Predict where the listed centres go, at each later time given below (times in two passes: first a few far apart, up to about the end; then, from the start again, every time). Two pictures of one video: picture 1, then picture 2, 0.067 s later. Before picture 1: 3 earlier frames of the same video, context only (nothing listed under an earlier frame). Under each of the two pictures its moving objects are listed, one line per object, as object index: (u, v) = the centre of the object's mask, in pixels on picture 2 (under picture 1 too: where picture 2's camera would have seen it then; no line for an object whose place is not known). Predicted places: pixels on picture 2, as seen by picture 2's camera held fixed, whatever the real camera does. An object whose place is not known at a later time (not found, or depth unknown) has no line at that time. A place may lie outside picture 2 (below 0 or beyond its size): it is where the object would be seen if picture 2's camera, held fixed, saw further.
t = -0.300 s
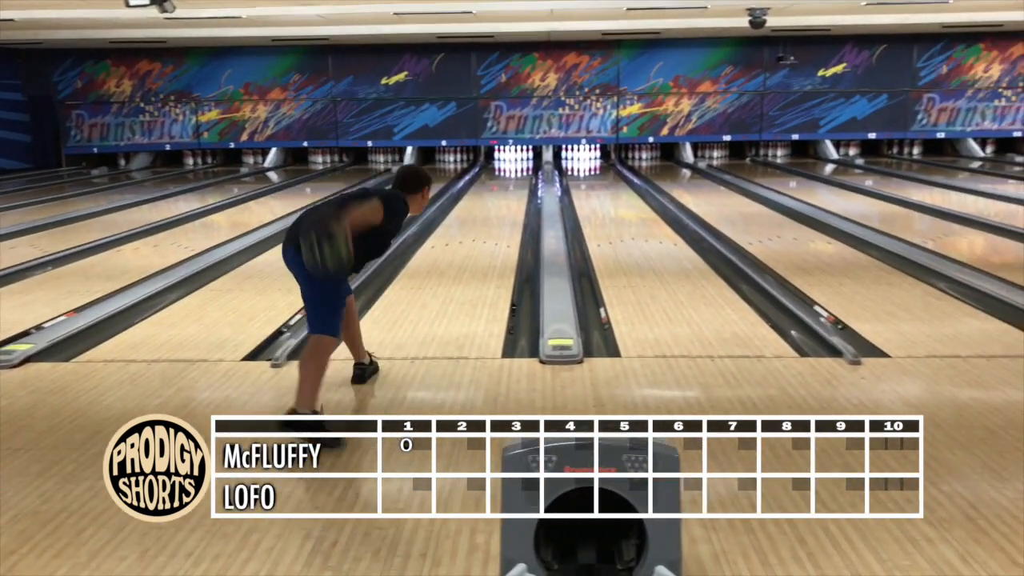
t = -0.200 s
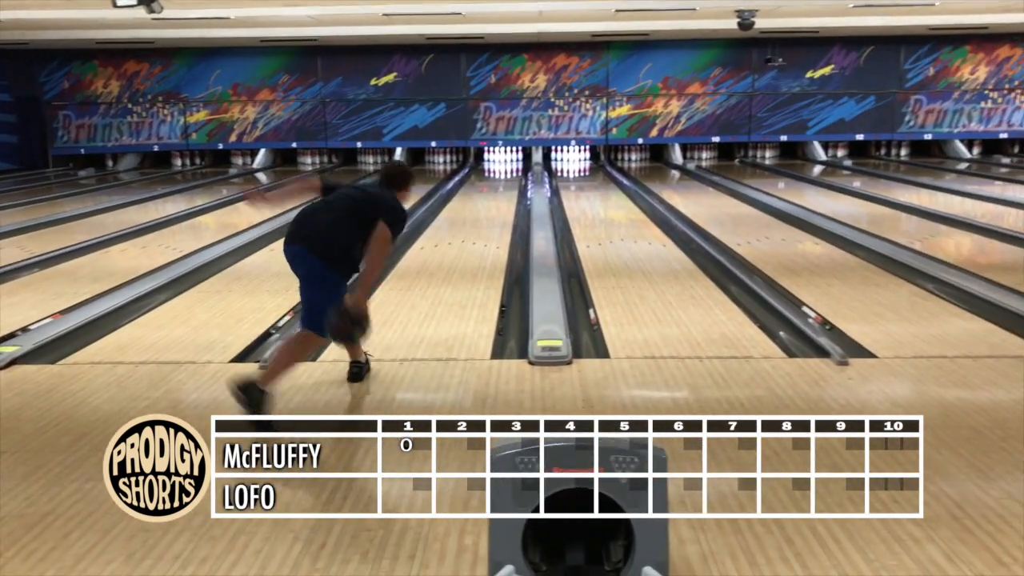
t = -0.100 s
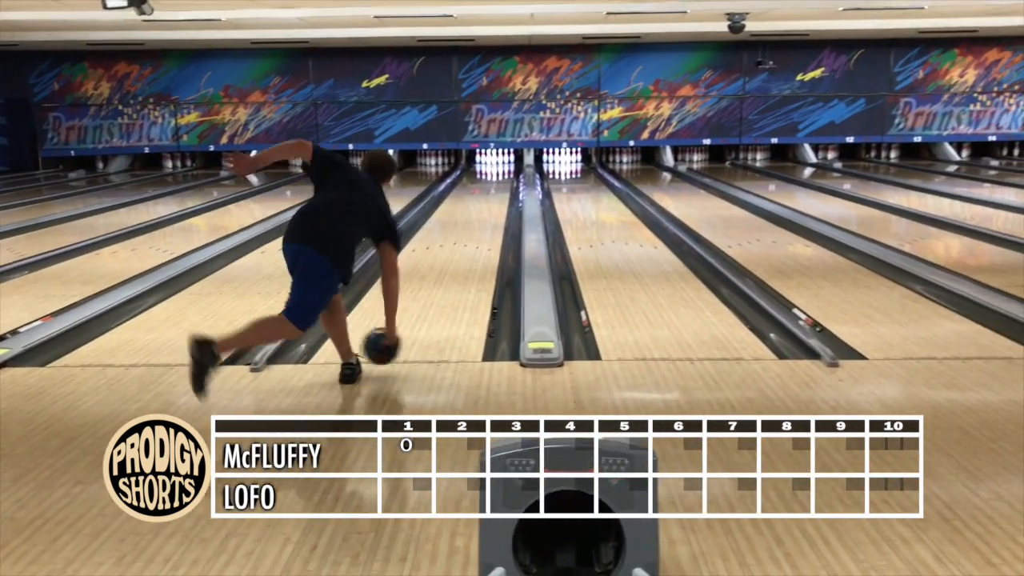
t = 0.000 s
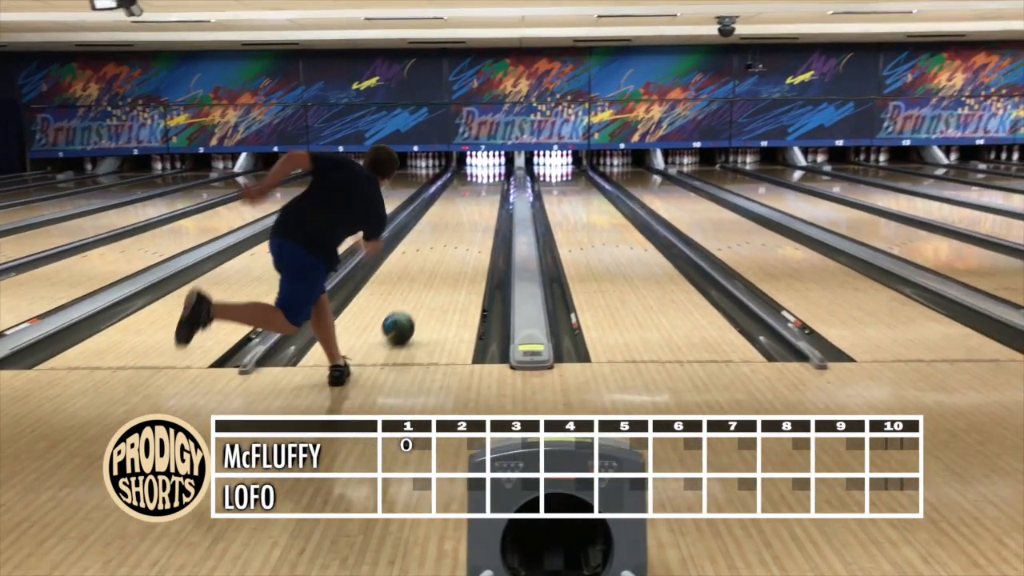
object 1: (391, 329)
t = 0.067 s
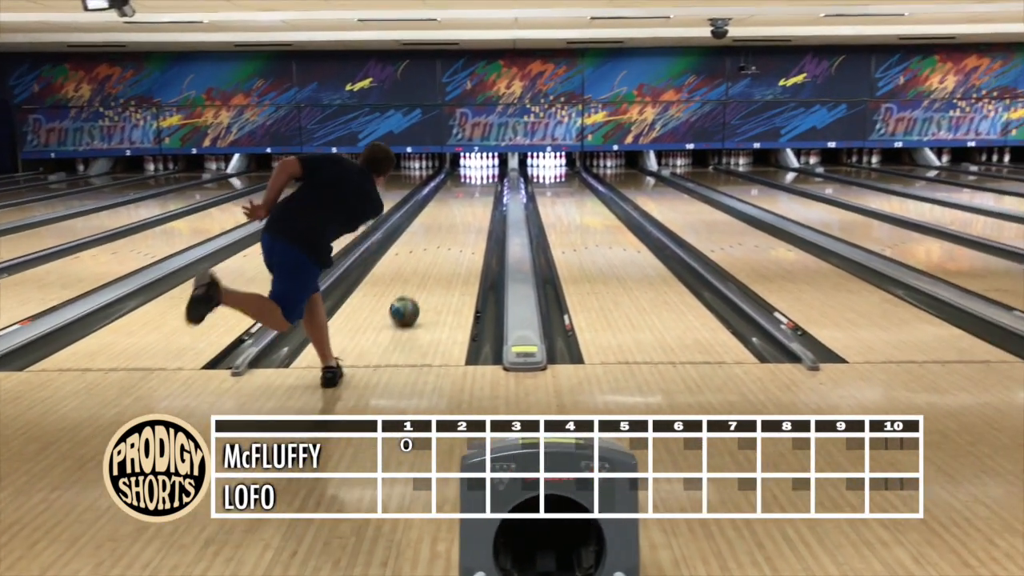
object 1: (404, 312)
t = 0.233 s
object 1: (429, 277)
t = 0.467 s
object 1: (451, 245)
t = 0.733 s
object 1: (466, 221)
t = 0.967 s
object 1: (475, 206)
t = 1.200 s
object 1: (481, 196)
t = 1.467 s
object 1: (485, 185)
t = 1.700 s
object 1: (485, 179)
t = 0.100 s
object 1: (411, 304)
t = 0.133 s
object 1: (416, 296)
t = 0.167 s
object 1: (420, 290)
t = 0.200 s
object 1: (425, 283)
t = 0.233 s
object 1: (429, 277)
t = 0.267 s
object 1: (433, 272)
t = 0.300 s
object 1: (436, 267)
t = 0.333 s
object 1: (440, 262)
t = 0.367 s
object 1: (443, 257)
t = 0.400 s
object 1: (446, 253)
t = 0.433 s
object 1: (448, 248)
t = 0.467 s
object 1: (451, 245)
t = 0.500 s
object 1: (453, 241)
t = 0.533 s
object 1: (455, 238)
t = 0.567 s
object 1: (458, 235)
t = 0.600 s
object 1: (460, 232)
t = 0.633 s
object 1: (462, 229)
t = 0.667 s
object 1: (463, 226)
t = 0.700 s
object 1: (465, 224)
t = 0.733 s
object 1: (466, 221)
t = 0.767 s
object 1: (468, 219)
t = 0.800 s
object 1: (469, 217)
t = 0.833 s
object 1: (470, 214)
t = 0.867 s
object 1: (472, 212)
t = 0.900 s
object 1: (473, 210)
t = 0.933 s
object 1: (474, 208)
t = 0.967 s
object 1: (475, 206)
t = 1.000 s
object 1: (476, 204)
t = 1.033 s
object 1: (477, 203)
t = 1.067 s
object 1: (478, 201)
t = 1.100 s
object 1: (478, 200)
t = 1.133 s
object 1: (480, 198)
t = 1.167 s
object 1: (481, 196)
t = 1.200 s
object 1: (481, 196)
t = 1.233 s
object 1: (482, 194)
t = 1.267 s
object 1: (482, 193)
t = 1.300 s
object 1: (483, 191)
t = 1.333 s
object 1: (482, 191)
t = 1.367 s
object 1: (483, 190)
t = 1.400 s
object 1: (484, 189)
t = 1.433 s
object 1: (484, 187)
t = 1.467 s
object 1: (485, 185)
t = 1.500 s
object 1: (485, 186)
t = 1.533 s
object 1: (485, 185)
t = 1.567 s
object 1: (485, 183)
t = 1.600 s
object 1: (485, 182)
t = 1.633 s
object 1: (485, 182)
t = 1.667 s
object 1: (486, 180)
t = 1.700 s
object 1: (485, 179)
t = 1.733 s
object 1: (486, 178)
